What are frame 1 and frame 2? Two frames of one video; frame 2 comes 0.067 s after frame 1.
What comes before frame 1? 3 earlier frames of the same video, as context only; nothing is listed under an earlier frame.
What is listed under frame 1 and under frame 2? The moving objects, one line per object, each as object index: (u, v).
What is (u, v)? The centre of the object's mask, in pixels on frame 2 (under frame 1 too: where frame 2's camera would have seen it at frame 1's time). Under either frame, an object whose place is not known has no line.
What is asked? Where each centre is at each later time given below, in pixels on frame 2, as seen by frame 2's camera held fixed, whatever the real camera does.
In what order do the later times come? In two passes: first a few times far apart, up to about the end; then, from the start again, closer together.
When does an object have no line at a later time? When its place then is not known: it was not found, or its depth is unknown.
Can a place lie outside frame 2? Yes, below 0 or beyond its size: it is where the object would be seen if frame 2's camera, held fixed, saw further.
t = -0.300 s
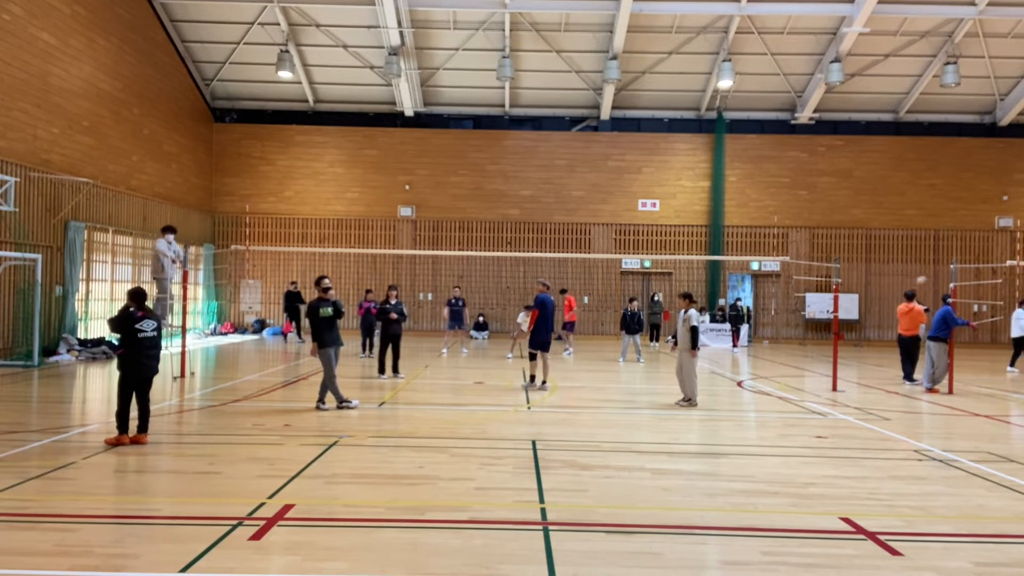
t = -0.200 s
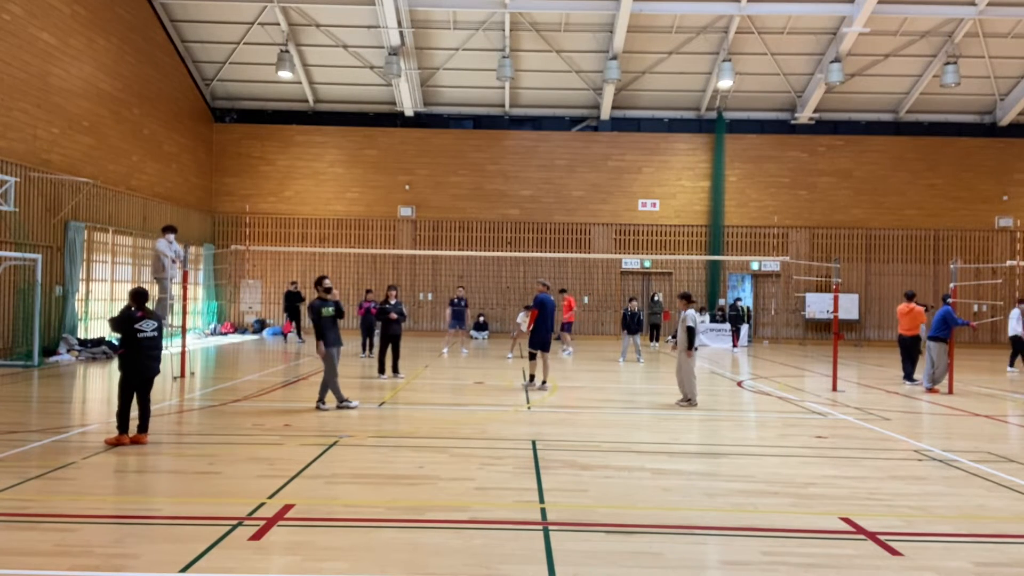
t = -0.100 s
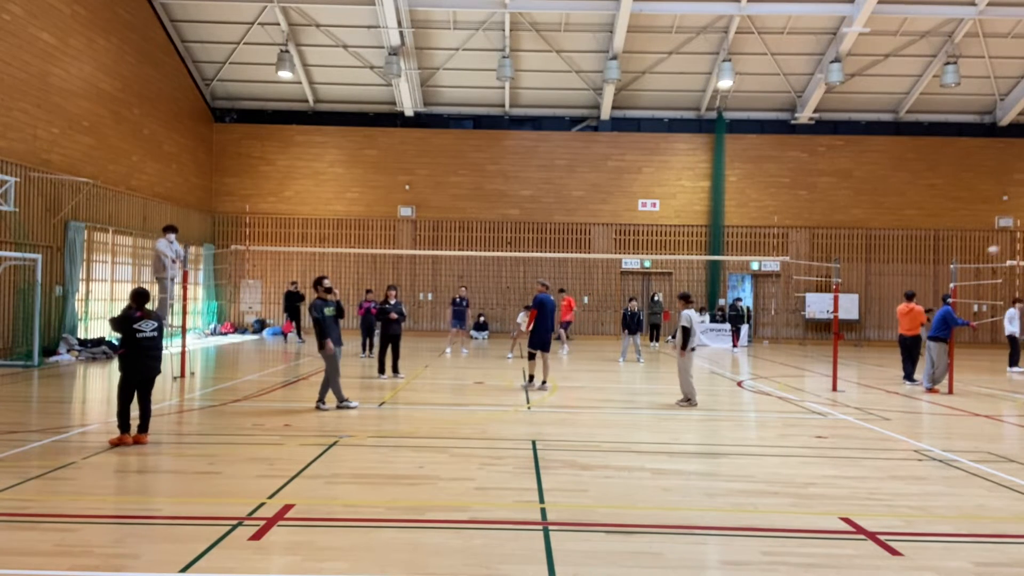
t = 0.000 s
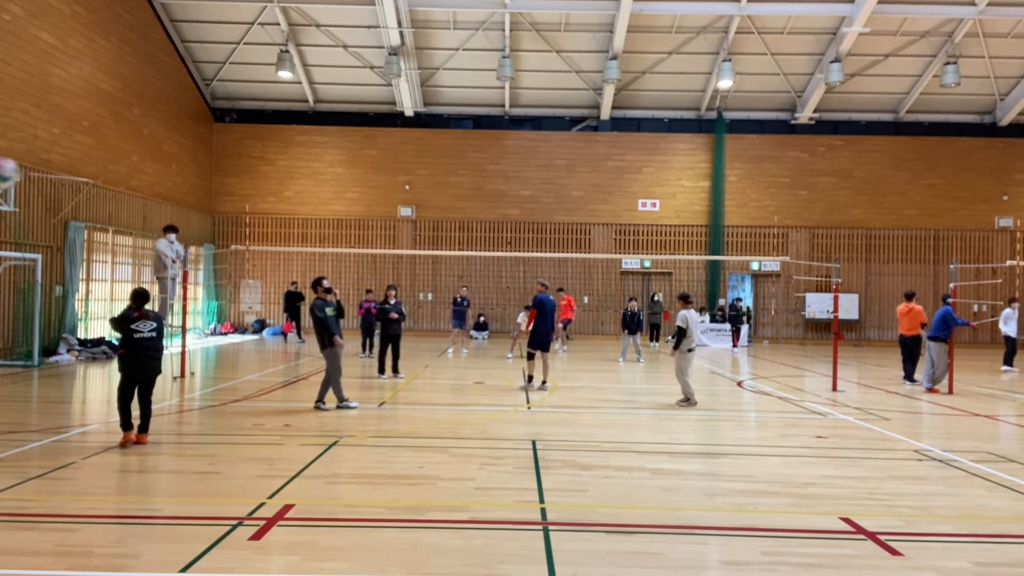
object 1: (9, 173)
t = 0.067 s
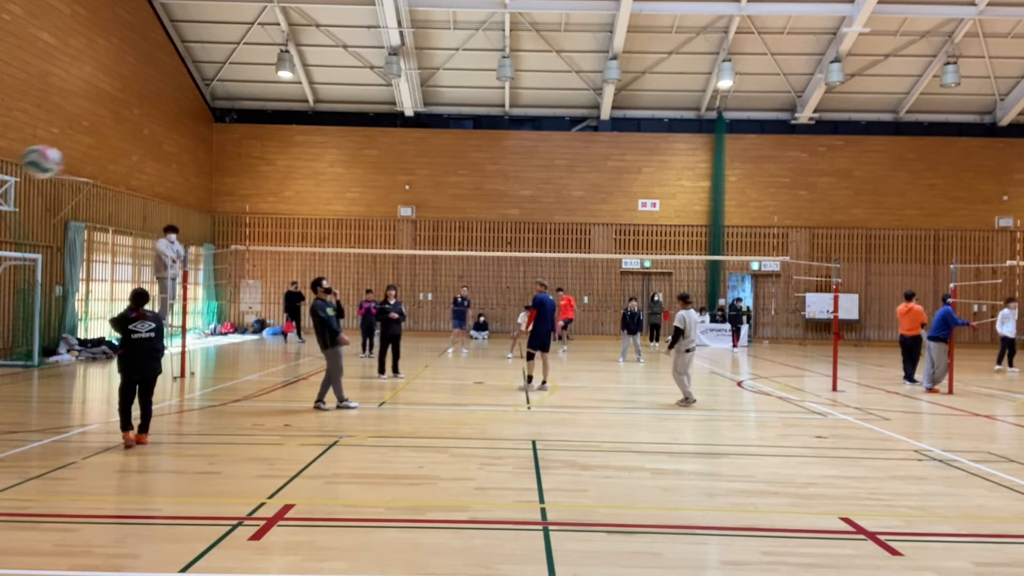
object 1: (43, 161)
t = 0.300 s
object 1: (213, 172)
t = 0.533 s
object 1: (425, 294)
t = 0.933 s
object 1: (875, 560)
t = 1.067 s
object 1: (1004, 460)
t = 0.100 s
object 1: (64, 158)
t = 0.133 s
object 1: (88, 156)
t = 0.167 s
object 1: (111, 156)
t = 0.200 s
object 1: (135, 156)
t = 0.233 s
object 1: (160, 160)
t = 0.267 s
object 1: (186, 165)
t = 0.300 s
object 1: (213, 172)
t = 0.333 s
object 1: (240, 182)
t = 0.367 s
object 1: (270, 194)
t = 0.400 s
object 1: (299, 208)
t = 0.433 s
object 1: (330, 226)
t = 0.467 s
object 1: (360, 245)
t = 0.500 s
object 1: (393, 267)
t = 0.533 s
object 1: (425, 294)
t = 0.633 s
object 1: (526, 389)
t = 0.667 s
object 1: (565, 429)
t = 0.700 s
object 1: (605, 473)
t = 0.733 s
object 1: (644, 518)
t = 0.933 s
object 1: (875, 560)
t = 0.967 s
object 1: (908, 541)
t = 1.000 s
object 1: (943, 511)
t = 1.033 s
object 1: (977, 486)
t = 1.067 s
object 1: (1004, 460)
